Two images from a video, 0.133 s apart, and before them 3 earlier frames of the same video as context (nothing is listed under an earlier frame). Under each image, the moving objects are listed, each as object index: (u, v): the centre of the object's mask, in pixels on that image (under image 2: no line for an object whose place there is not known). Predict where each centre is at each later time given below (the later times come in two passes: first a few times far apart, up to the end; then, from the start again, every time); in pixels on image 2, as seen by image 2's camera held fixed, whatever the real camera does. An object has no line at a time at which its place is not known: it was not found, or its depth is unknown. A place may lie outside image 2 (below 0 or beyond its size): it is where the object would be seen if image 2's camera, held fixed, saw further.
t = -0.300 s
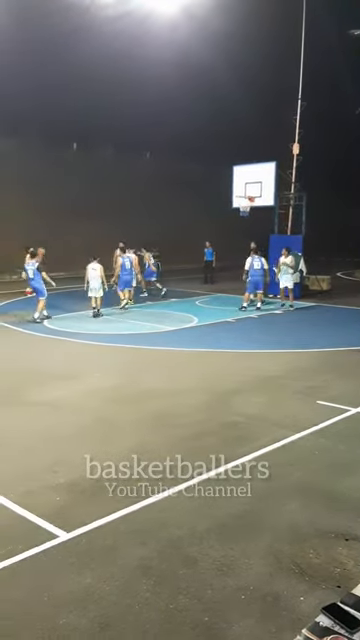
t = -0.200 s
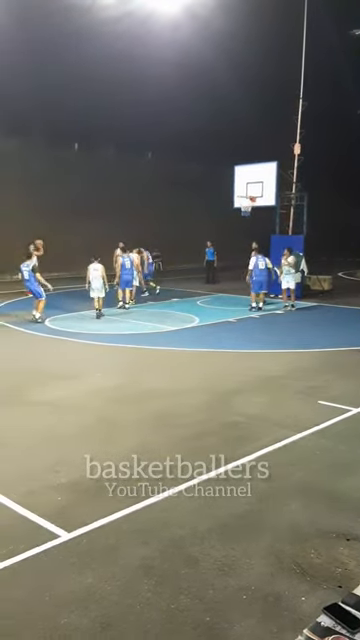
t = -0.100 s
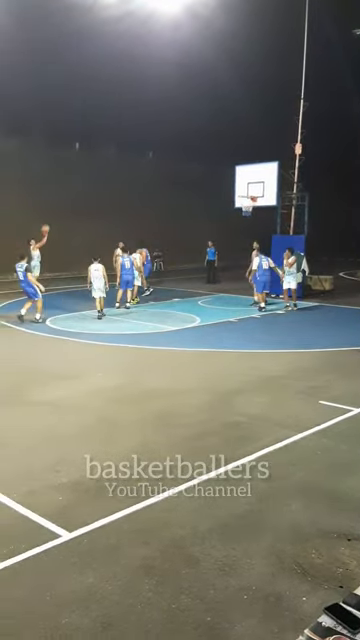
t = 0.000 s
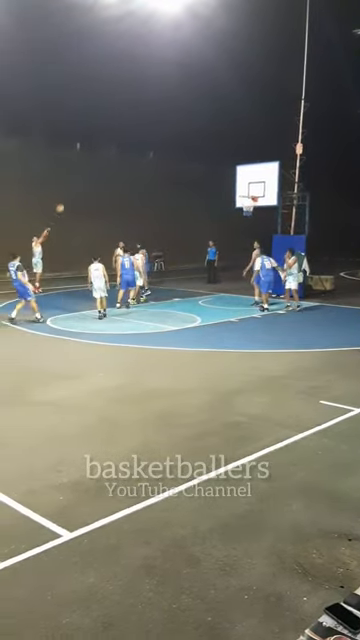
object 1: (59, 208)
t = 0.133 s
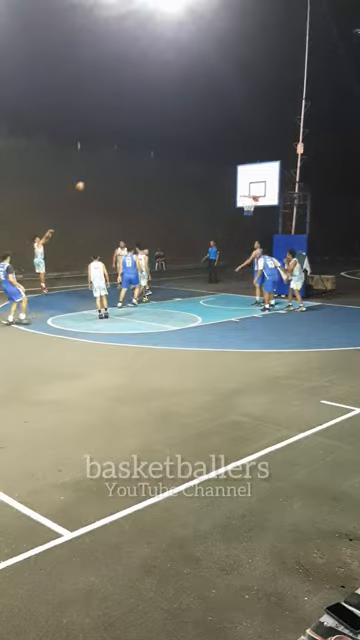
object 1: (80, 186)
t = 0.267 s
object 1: (100, 169)
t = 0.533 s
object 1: (142, 151)
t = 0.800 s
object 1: (184, 157)
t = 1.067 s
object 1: (227, 187)
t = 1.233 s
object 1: (248, 217)
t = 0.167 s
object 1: (85, 181)
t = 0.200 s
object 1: (90, 176)
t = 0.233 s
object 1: (95, 173)
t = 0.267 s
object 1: (100, 169)
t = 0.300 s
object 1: (105, 165)
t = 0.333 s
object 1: (111, 162)
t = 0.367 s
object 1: (116, 159)
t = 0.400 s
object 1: (121, 157)
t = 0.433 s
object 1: (126, 155)
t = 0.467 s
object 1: (131, 153)
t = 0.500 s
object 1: (137, 152)
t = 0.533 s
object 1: (142, 151)
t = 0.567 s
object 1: (147, 151)
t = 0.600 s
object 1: (152, 150)
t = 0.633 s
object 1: (157, 151)
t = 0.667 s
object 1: (163, 151)
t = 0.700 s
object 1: (168, 152)
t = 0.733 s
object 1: (173, 153)
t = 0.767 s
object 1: (178, 155)
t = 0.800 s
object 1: (184, 157)
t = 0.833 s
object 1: (189, 159)
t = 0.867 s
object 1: (195, 162)
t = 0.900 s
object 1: (200, 166)
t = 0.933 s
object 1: (205, 169)
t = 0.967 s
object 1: (210, 173)
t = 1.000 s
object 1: (216, 177)
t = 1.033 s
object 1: (221, 182)
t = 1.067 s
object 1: (227, 187)
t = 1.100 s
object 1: (232, 193)
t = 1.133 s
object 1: (236, 198)
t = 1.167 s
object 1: (241, 205)
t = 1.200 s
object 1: (247, 211)
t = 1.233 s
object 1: (248, 217)
